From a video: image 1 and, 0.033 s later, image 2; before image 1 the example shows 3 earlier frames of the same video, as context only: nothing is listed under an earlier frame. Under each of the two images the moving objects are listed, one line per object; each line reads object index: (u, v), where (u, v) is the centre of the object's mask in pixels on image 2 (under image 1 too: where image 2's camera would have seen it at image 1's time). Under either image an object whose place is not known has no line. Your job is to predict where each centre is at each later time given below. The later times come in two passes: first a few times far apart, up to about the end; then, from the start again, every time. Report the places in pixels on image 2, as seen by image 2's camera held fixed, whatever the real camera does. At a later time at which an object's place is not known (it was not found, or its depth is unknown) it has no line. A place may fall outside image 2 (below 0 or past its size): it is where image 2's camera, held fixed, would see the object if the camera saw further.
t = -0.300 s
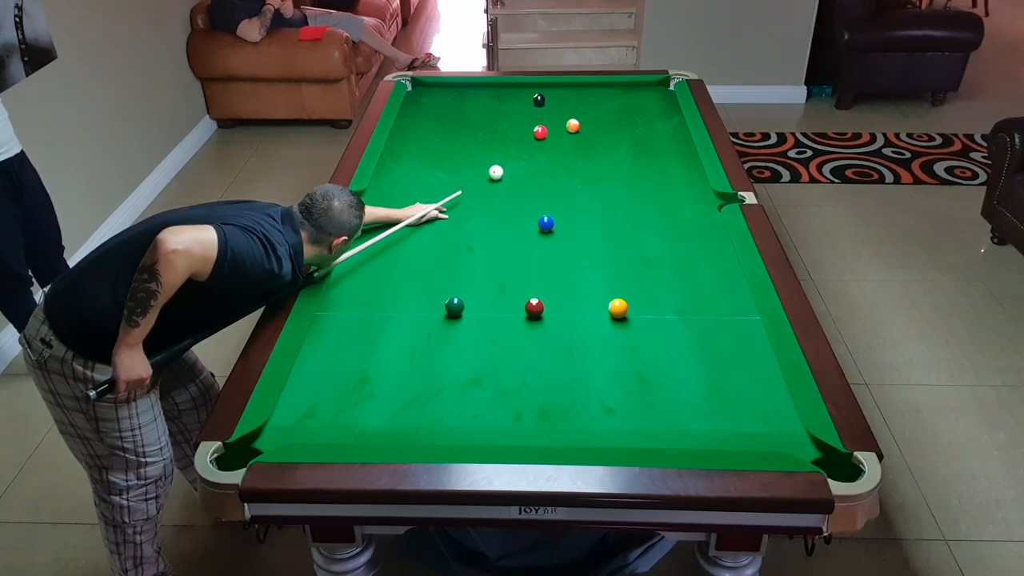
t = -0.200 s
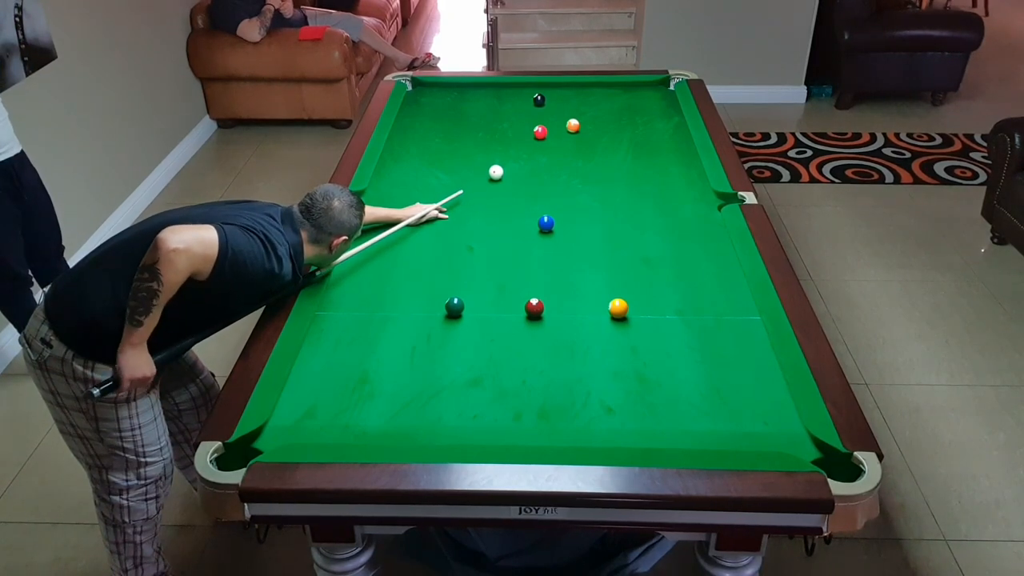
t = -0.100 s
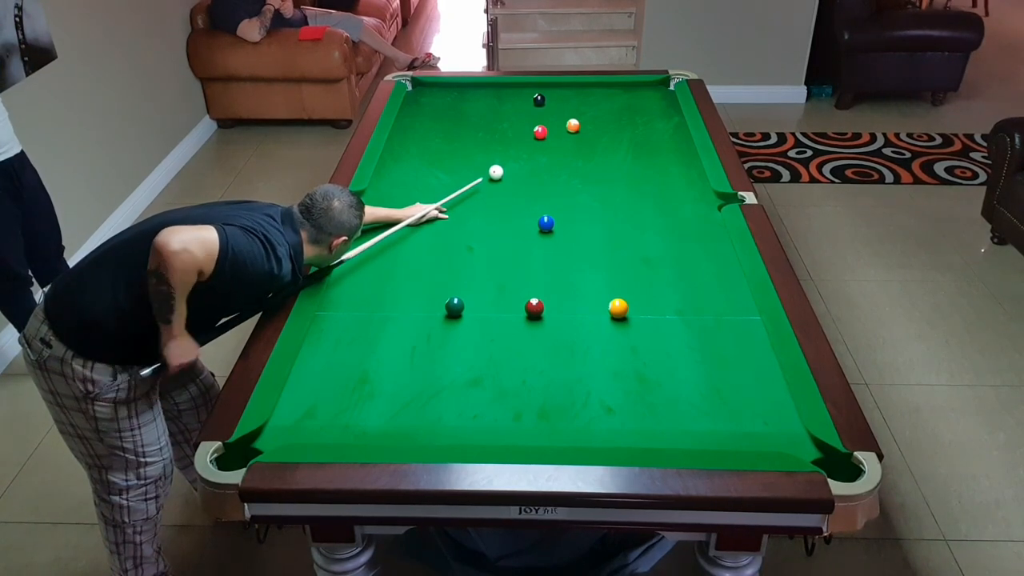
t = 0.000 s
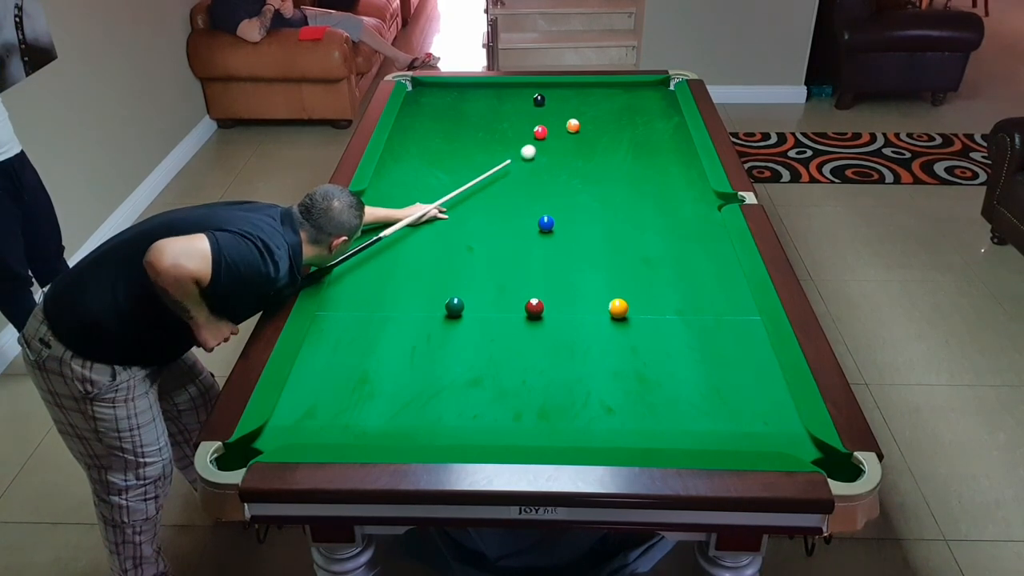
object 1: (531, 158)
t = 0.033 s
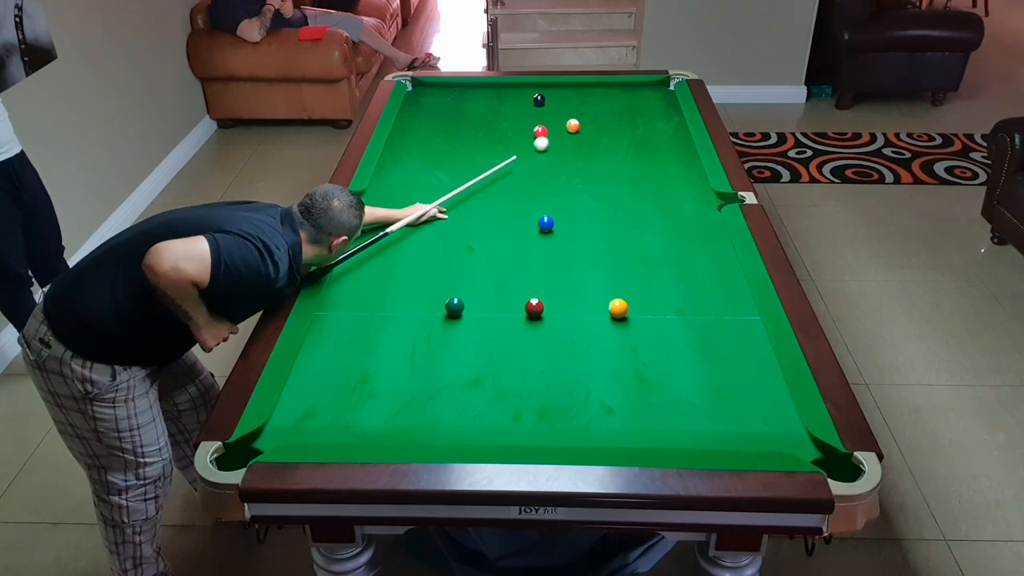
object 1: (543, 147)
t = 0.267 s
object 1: (559, 126)
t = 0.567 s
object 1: (561, 104)
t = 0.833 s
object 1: (566, 88)
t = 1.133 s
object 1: (570, 93)
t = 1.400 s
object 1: (573, 104)
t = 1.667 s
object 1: (576, 114)
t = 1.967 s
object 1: (580, 126)
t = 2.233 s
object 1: (582, 136)
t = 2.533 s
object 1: (586, 148)
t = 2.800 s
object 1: (589, 158)
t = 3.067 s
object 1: (592, 168)
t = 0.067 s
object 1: (557, 140)
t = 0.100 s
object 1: (565, 132)
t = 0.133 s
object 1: (564, 132)
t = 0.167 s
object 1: (562, 130)
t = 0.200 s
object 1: (561, 128)
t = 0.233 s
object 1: (560, 127)
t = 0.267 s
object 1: (559, 126)
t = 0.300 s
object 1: (556, 121)
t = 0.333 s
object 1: (559, 121)
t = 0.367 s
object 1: (557, 117)
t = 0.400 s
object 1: (560, 117)
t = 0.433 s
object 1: (559, 114)
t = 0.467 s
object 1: (559, 111)
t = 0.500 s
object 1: (560, 109)
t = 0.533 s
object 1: (561, 109)
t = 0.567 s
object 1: (561, 104)
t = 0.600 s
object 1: (562, 102)
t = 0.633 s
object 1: (563, 100)
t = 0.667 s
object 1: (563, 98)
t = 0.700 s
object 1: (563, 96)
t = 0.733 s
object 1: (565, 94)
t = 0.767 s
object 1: (564, 92)
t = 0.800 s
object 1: (566, 91)
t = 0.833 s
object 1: (566, 88)
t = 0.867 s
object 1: (566, 87)
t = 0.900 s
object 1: (567, 85)
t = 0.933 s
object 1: (567, 85)
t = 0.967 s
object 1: (568, 86)
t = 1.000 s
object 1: (568, 88)
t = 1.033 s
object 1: (569, 89)
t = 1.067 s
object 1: (569, 91)
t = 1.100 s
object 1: (569, 92)
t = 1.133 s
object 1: (570, 93)
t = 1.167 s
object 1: (570, 94)
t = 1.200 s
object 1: (570, 96)
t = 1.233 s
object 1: (571, 97)
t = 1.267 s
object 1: (571, 98)
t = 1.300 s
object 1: (572, 100)
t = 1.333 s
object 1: (572, 101)
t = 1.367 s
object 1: (572, 102)
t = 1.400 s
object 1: (573, 104)
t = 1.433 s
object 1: (573, 105)
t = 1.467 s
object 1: (573, 106)
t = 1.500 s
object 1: (574, 108)
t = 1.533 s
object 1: (575, 109)
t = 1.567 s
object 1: (575, 110)
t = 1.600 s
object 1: (575, 112)
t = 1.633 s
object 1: (576, 113)
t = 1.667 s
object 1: (576, 114)
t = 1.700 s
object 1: (576, 116)
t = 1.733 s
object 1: (577, 117)
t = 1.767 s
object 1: (577, 118)
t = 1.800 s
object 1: (577, 120)
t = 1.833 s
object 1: (578, 121)
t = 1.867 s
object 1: (578, 122)
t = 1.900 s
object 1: (579, 124)
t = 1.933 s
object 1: (579, 125)
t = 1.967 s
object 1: (580, 126)
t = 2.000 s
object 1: (580, 128)
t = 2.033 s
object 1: (580, 129)
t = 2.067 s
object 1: (581, 130)
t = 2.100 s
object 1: (581, 131)
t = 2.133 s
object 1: (581, 133)
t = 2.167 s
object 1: (582, 134)
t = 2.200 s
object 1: (582, 135)
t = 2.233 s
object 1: (582, 136)
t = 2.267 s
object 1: (583, 138)
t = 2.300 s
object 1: (583, 139)
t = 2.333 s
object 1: (584, 141)
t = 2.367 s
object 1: (584, 142)
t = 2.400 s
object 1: (584, 143)
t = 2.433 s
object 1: (585, 144)
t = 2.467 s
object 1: (585, 146)
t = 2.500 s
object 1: (585, 147)
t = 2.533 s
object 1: (586, 148)
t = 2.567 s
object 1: (586, 149)
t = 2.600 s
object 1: (586, 151)
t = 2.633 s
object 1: (587, 152)
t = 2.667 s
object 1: (587, 153)
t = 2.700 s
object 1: (588, 154)
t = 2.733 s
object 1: (588, 156)
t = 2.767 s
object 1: (588, 157)
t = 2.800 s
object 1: (589, 158)
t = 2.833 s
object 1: (589, 159)
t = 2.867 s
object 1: (589, 161)
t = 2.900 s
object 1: (590, 162)
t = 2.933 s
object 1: (590, 163)
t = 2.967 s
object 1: (590, 164)
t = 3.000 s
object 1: (591, 165)
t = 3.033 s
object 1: (591, 167)
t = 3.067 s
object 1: (592, 168)
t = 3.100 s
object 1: (592, 169)
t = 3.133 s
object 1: (592, 170)
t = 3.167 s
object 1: (592, 171)
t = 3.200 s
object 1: (593, 172)
